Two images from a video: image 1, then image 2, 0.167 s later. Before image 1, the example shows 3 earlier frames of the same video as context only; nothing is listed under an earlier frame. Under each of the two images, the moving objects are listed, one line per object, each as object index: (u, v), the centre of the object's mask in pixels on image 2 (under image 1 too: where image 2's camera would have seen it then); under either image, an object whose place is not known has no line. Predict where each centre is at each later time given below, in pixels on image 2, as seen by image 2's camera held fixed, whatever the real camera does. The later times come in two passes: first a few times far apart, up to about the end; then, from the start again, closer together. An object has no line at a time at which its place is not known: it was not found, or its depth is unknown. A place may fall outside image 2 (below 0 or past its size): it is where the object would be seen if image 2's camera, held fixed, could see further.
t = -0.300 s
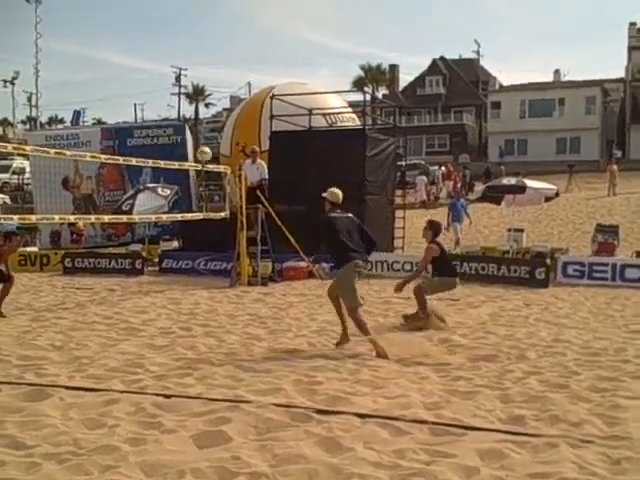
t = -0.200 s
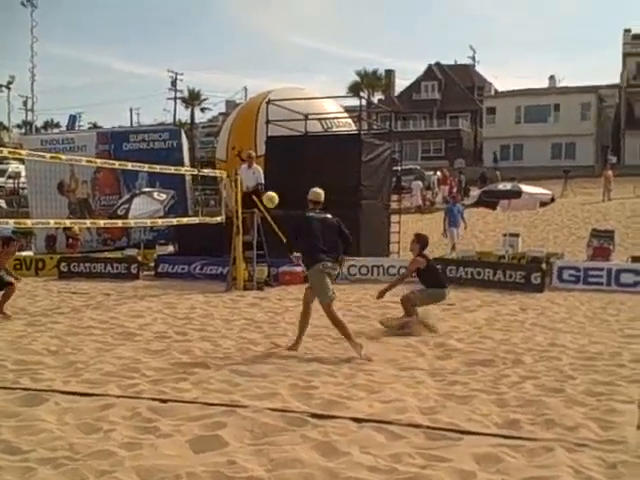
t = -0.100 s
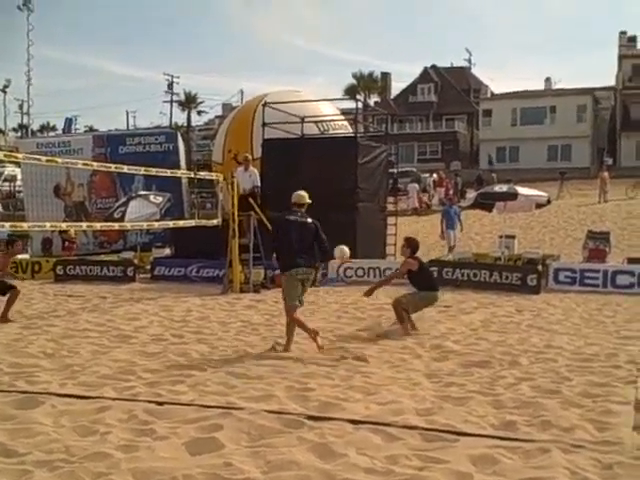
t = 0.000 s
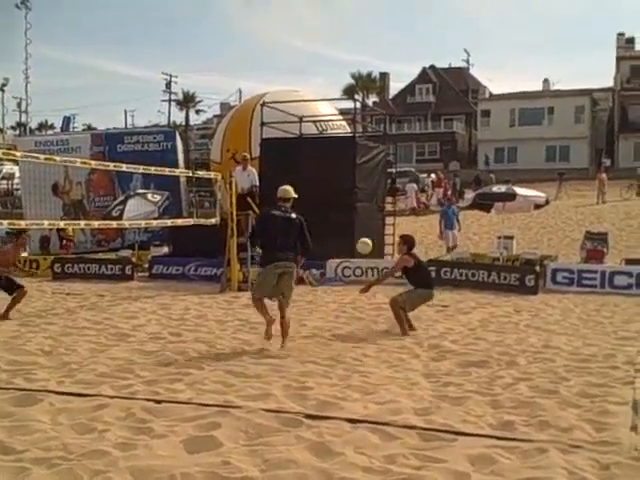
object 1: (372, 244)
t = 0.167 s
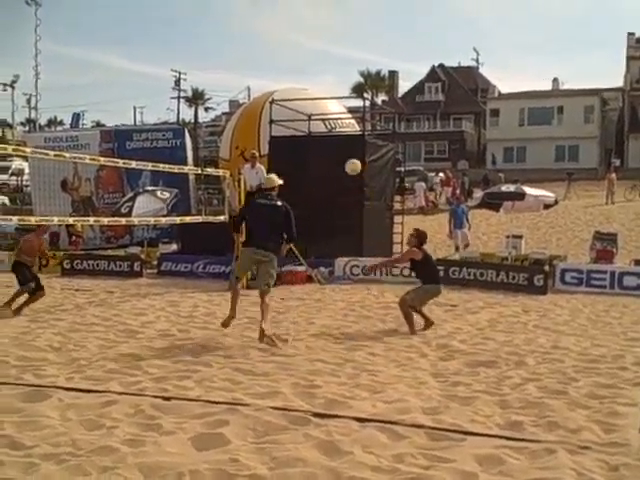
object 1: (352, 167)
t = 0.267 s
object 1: (341, 131)
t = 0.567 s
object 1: (309, 61)
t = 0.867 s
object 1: (281, 57)
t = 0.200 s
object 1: (349, 154)
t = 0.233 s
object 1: (345, 141)
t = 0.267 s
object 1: (341, 131)
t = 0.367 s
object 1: (330, 100)
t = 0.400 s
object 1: (326, 91)
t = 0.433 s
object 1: (322, 84)
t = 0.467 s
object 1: (318, 77)
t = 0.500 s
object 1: (315, 71)
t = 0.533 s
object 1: (311, 66)
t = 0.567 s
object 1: (309, 61)
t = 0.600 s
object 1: (307, 58)
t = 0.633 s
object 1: (304, 56)
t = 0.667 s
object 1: (301, 53)
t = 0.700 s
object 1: (298, 52)
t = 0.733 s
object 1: (294, 51)
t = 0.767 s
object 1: (291, 51)
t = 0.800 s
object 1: (288, 52)
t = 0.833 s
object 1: (285, 54)
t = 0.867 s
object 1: (281, 57)
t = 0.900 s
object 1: (278, 61)
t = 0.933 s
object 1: (274, 65)
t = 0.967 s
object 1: (272, 70)
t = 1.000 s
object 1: (268, 75)
